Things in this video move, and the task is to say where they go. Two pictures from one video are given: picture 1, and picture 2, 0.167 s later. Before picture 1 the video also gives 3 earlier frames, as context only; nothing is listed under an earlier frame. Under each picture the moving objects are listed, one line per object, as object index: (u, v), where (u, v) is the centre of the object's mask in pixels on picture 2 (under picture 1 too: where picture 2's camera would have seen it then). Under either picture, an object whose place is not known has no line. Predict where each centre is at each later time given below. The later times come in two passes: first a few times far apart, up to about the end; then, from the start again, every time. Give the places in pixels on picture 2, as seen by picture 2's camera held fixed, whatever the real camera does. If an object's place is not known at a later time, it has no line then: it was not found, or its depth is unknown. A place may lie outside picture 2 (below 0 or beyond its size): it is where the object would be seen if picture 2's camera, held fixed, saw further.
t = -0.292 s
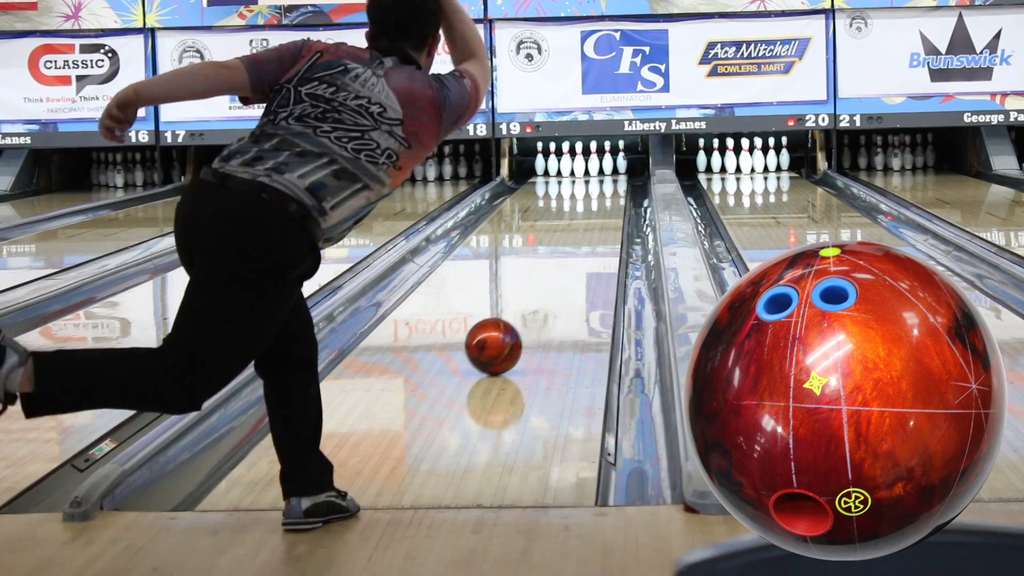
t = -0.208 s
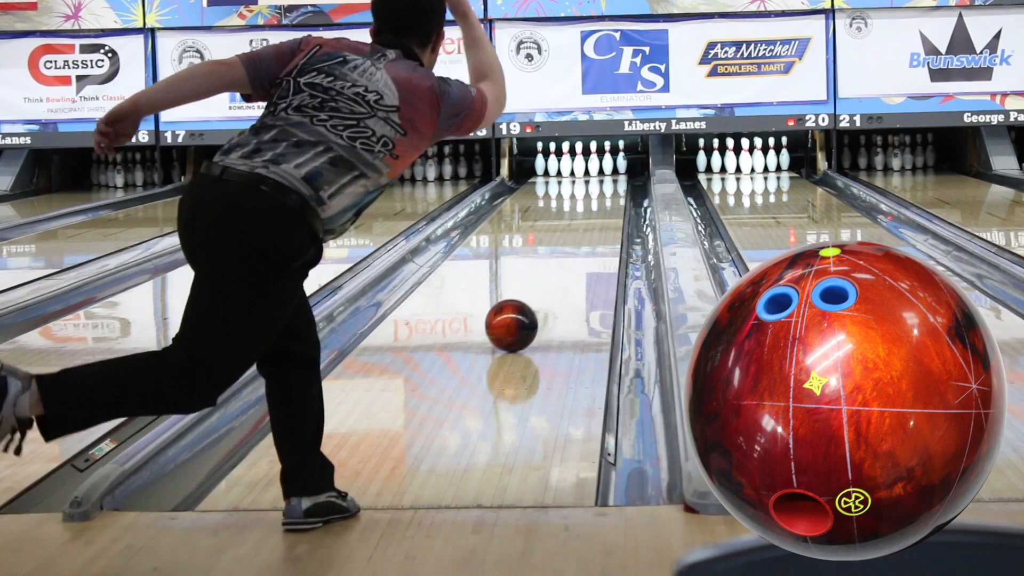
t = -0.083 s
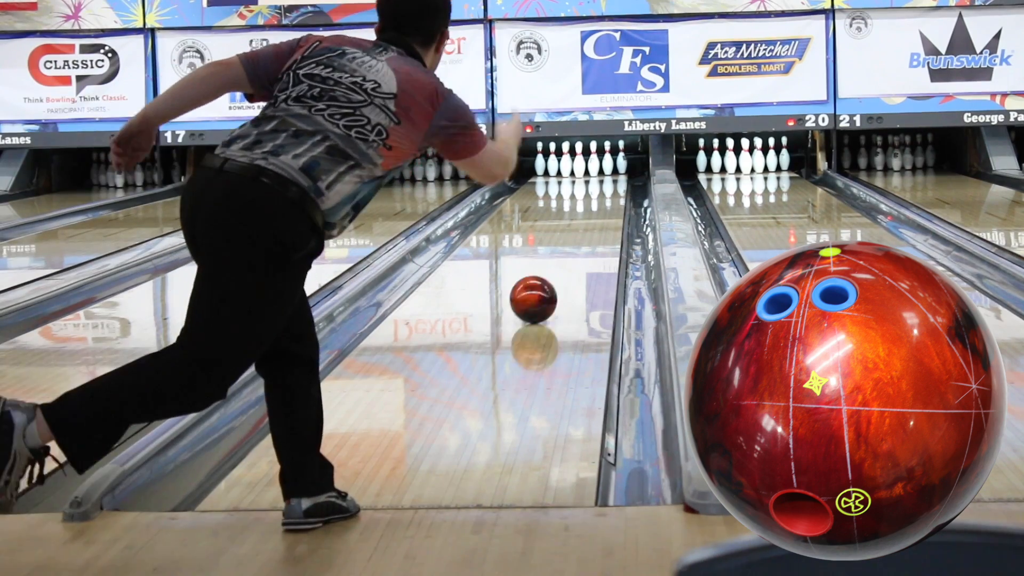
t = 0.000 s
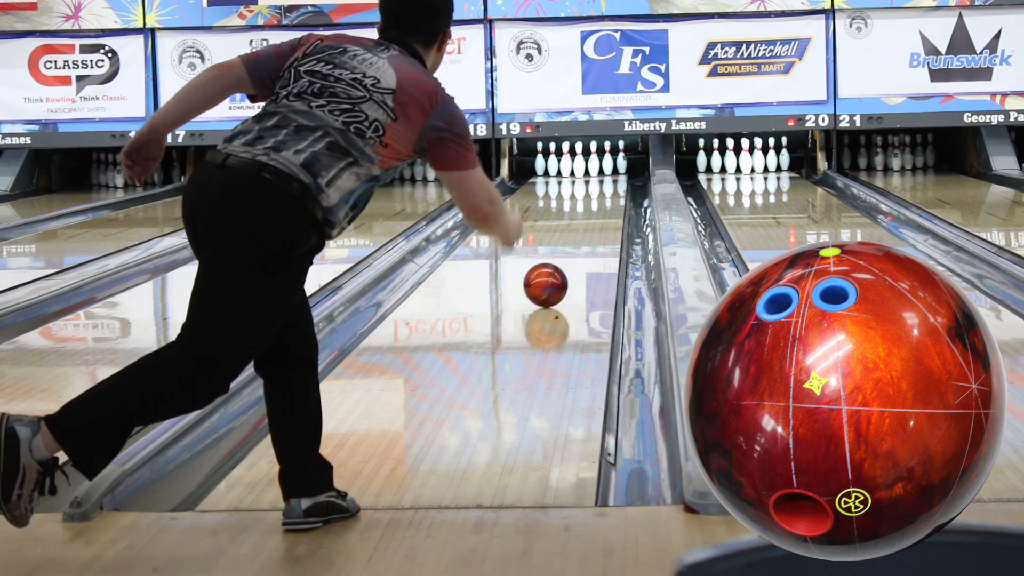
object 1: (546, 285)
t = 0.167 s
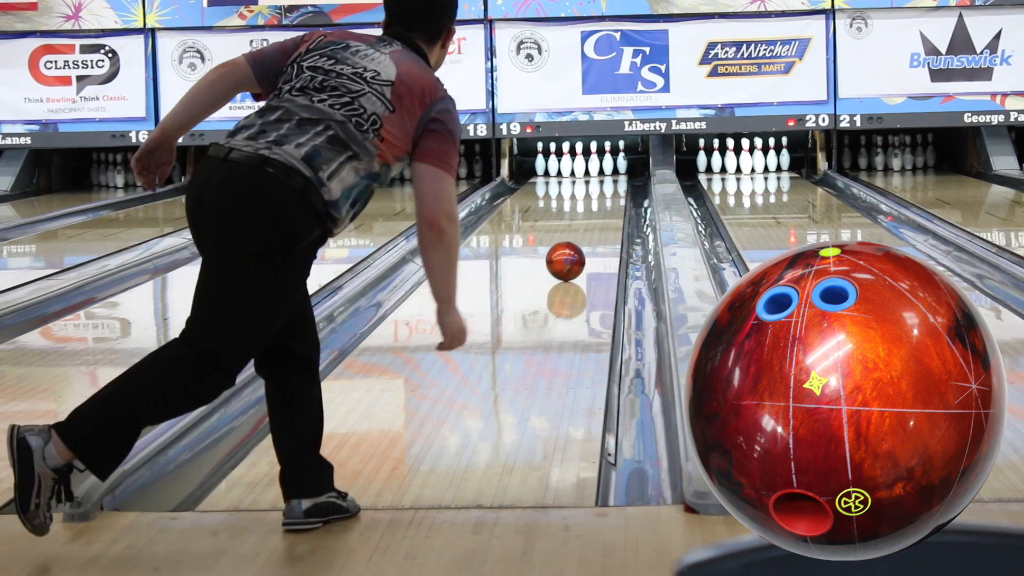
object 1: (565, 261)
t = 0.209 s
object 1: (570, 256)
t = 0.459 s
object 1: (589, 230)
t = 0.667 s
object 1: (600, 213)
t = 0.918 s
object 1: (608, 198)
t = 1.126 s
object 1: (609, 187)
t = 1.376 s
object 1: (605, 179)
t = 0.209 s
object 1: (570, 256)
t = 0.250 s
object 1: (573, 251)
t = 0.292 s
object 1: (577, 246)
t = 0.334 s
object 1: (580, 242)
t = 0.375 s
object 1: (583, 237)
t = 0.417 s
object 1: (586, 233)
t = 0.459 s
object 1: (589, 230)
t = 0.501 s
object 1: (591, 226)
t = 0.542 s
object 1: (594, 222)
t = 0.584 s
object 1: (596, 219)
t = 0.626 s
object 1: (598, 216)
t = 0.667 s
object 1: (600, 213)
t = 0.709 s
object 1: (601, 210)
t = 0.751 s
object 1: (603, 207)
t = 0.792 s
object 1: (604, 205)
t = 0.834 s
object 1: (605, 202)
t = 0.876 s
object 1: (607, 200)
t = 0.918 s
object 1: (608, 198)
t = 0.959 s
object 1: (608, 196)
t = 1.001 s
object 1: (609, 193)
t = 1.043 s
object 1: (609, 191)
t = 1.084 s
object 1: (610, 189)
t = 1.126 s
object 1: (609, 187)
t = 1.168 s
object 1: (609, 186)
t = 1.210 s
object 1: (609, 184)
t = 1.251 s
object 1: (608, 183)
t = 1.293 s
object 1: (607, 181)
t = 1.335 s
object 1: (606, 180)
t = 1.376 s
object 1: (605, 179)
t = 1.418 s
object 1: (604, 177)
